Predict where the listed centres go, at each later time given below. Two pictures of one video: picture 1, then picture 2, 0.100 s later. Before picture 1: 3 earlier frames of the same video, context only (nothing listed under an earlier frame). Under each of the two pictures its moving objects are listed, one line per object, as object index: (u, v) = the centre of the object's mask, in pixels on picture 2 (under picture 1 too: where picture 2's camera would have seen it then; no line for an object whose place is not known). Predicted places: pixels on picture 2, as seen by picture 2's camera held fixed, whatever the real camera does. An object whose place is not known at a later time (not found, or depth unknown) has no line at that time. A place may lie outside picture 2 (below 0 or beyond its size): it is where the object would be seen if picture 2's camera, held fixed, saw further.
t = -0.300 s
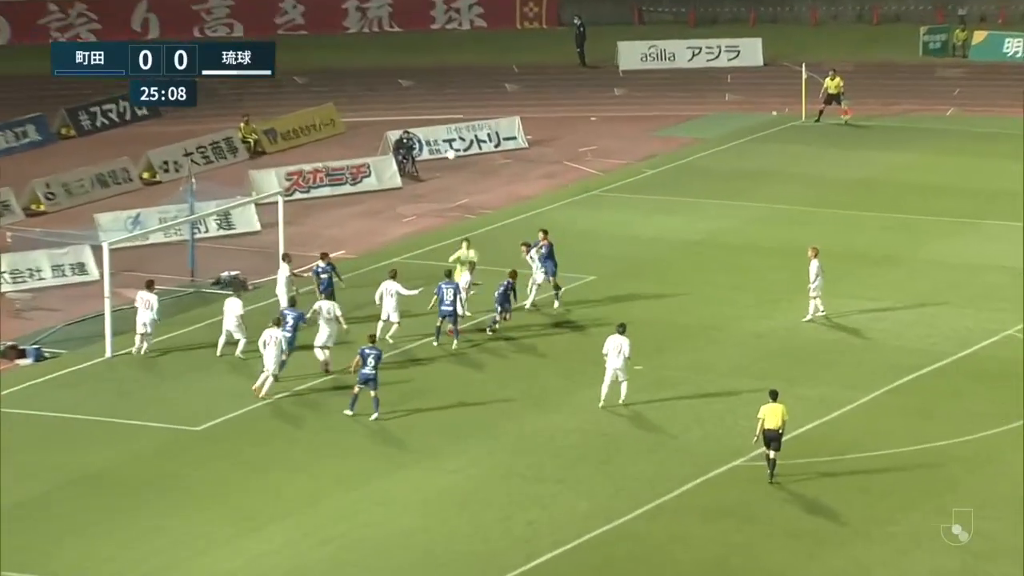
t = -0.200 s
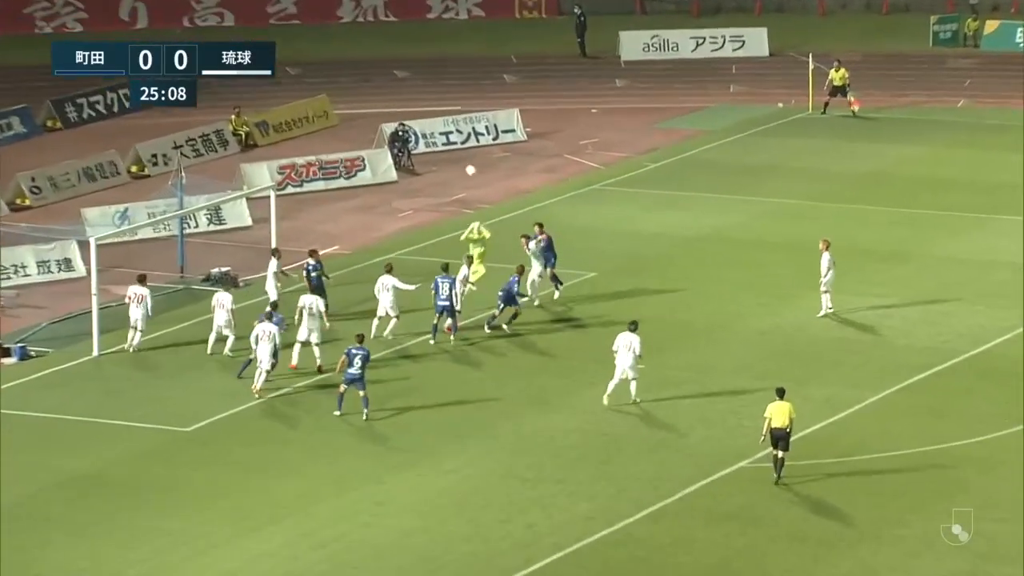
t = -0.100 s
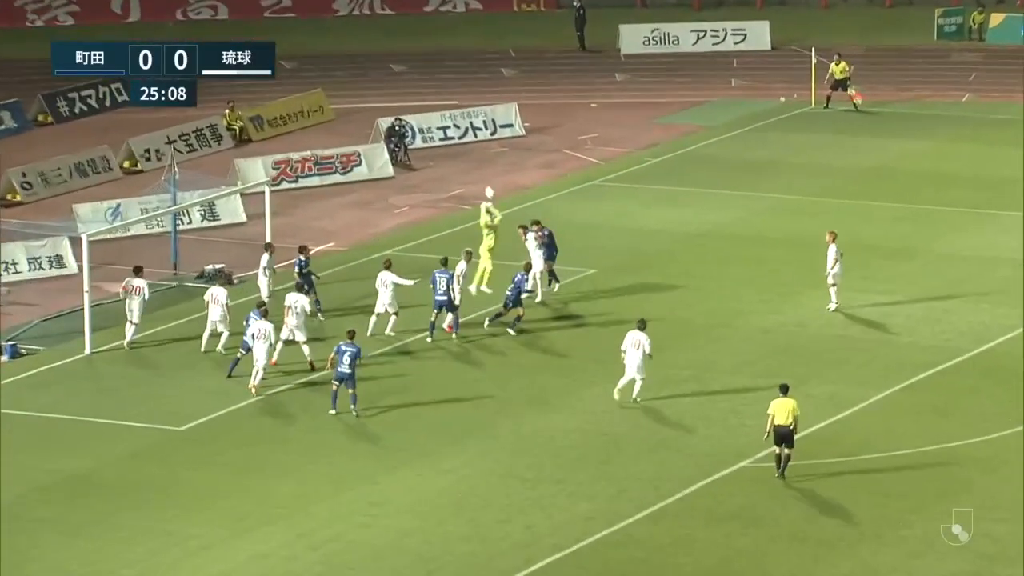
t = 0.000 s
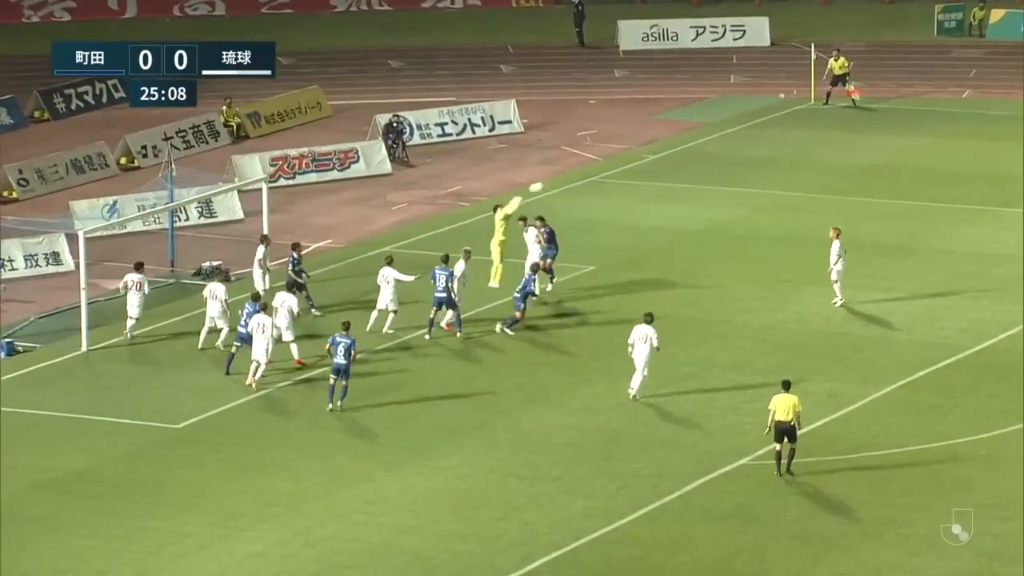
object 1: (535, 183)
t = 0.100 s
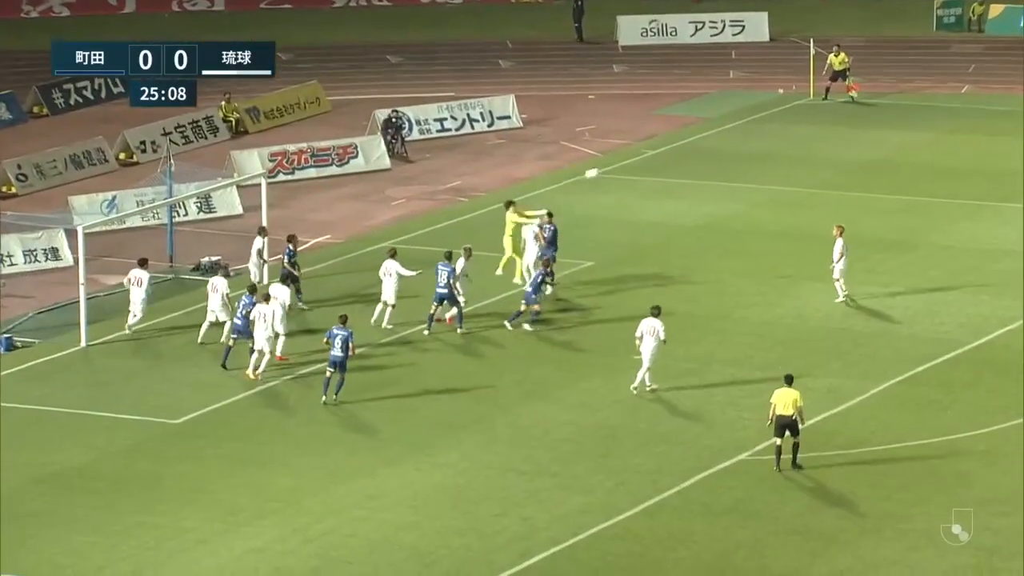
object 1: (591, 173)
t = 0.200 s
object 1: (645, 168)
